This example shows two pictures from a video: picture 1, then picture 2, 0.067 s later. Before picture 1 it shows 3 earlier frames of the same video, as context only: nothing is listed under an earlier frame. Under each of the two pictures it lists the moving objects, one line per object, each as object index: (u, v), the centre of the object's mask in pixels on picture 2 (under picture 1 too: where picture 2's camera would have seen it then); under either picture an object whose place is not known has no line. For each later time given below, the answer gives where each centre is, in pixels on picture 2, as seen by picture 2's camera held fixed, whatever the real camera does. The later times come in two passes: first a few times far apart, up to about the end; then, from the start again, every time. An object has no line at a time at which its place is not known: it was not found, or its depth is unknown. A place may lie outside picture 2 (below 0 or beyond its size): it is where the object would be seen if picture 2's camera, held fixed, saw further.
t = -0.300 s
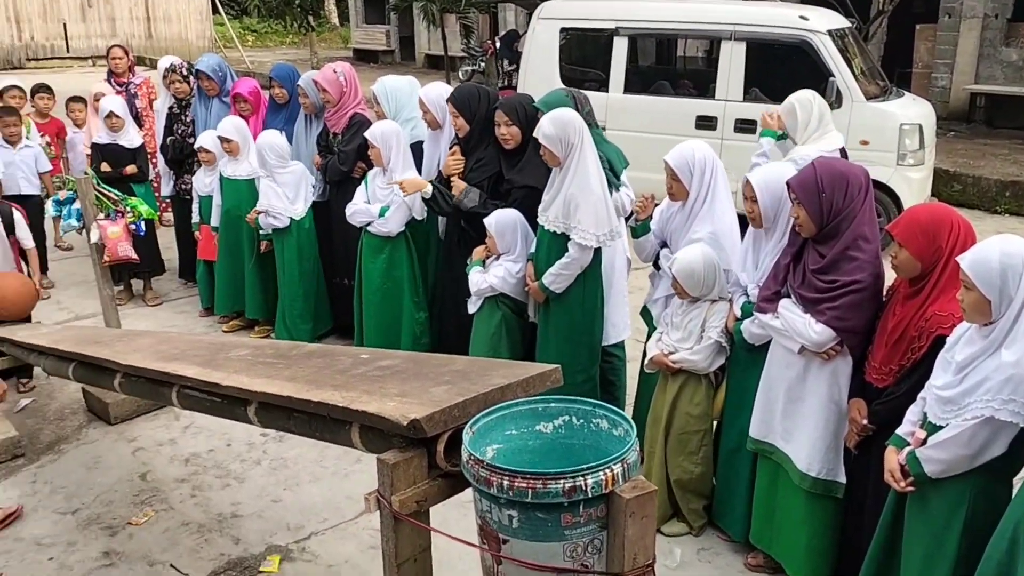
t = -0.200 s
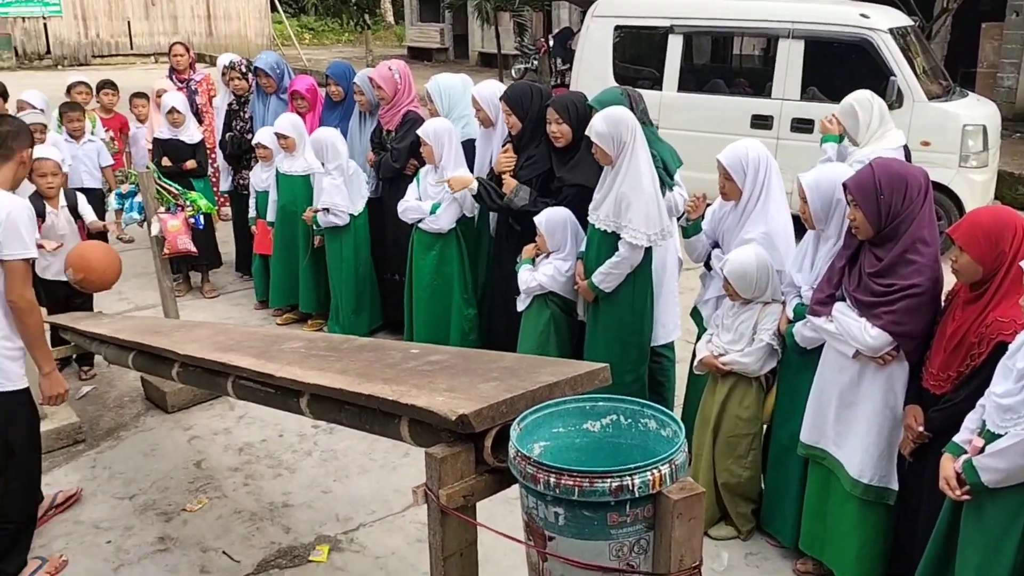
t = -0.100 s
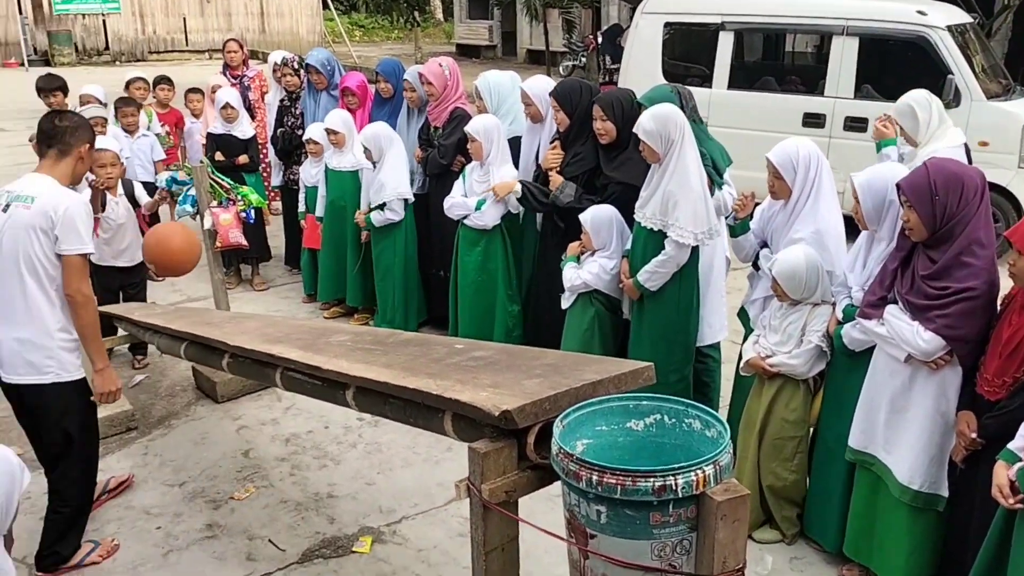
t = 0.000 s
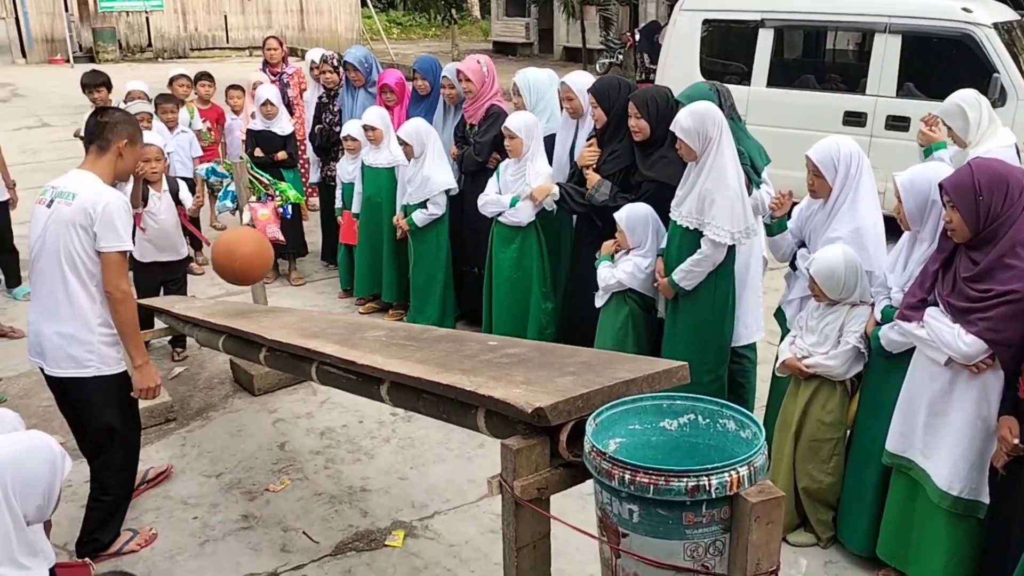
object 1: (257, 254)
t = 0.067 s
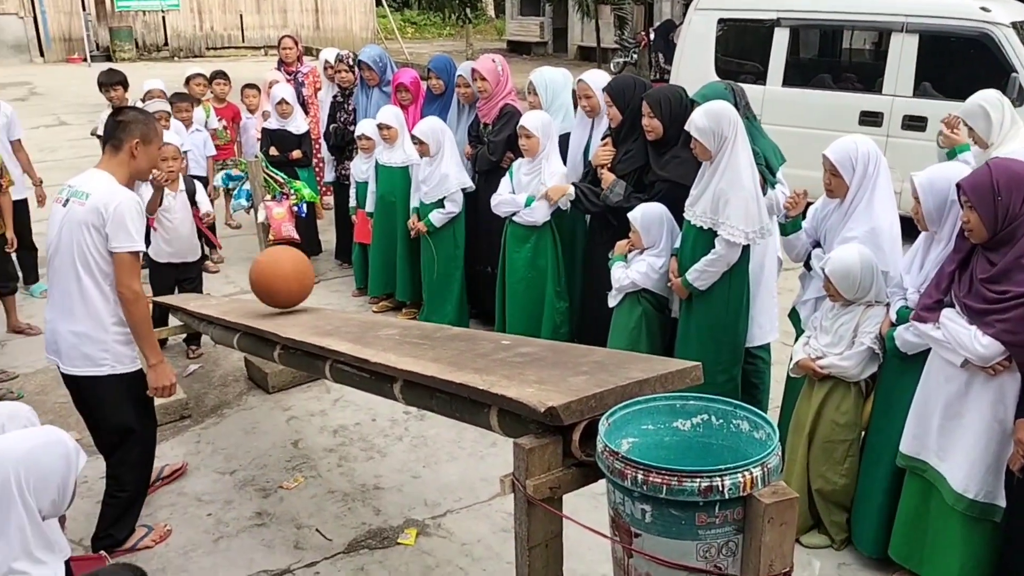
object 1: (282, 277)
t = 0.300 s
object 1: (332, 278)
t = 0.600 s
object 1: (397, 297)
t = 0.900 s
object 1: (458, 311)
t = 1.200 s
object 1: (506, 316)
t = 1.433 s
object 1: (528, 320)
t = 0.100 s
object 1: (293, 288)
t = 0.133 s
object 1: (298, 280)
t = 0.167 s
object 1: (303, 273)
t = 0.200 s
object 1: (310, 270)
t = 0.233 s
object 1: (317, 269)
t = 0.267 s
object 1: (324, 272)
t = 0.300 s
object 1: (332, 278)
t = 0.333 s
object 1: (340, 288)
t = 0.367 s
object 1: (348, 294)
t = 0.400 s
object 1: (354, 289)
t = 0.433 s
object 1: (360, 285)
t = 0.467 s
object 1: (367, 285)
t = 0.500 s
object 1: (374, 288)
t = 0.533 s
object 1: (383, 296)
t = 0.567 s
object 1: (390, 300)
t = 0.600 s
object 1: (397, 297)
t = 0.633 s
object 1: (404, 297)
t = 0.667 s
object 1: (411, 300)
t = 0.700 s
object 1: (419, 302)
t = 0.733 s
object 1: (425, 305)
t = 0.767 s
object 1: (432, 305)
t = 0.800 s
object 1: (438, 302)
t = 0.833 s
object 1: (444, 303)
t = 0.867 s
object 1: (451, 307)
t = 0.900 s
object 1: (458, 311)
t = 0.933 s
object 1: (463, 307)
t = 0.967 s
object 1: (469, 306)
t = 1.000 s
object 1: (474, 310)
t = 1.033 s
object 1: (480, 314)
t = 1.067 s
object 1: (485, 311)
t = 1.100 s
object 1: (490, 310)
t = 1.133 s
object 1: (496, 314)
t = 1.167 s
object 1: (501, 317)
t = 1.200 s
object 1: (506, 316)
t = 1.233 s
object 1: (510, 316)
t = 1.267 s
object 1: (514, 318)
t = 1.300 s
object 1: (517, 318)
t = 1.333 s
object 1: (521, 319)
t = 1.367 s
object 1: (524, 319)
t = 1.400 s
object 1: (526, 319)
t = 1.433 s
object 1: (528, 320)
